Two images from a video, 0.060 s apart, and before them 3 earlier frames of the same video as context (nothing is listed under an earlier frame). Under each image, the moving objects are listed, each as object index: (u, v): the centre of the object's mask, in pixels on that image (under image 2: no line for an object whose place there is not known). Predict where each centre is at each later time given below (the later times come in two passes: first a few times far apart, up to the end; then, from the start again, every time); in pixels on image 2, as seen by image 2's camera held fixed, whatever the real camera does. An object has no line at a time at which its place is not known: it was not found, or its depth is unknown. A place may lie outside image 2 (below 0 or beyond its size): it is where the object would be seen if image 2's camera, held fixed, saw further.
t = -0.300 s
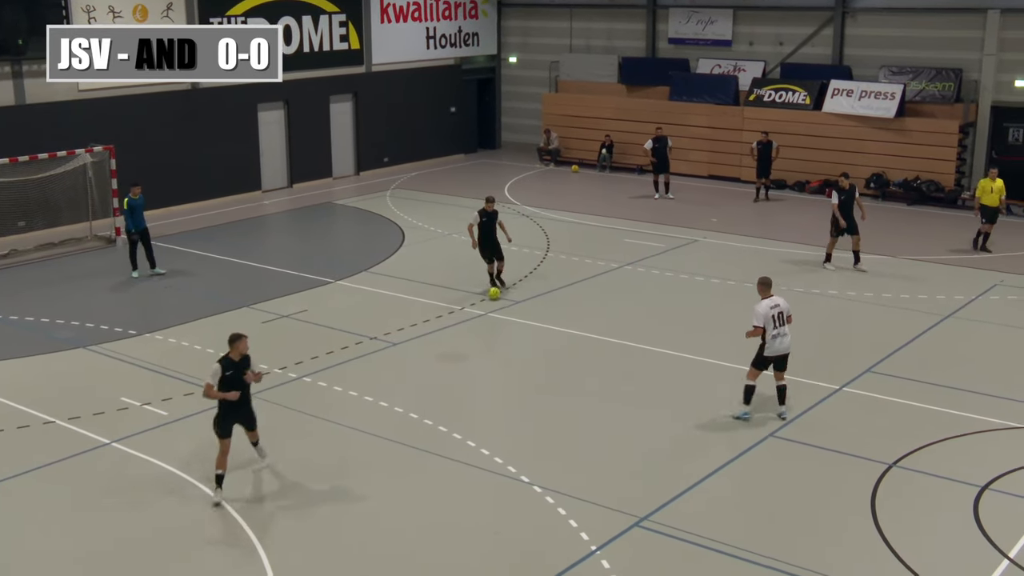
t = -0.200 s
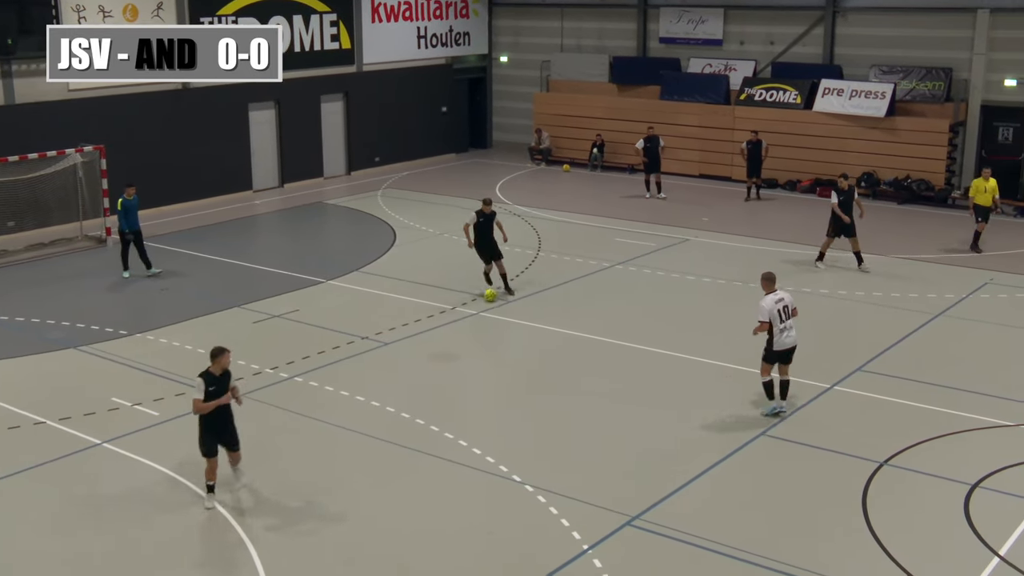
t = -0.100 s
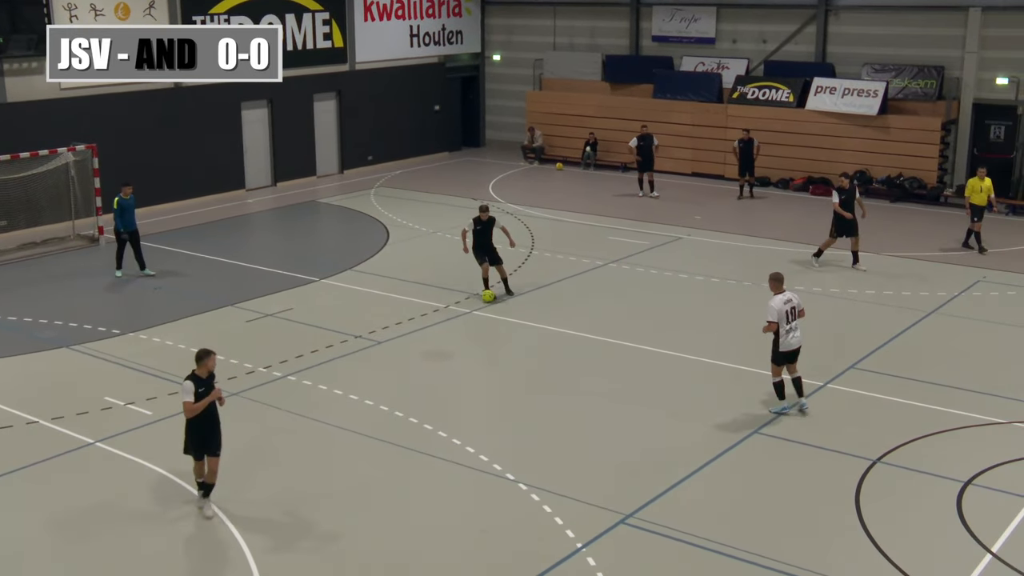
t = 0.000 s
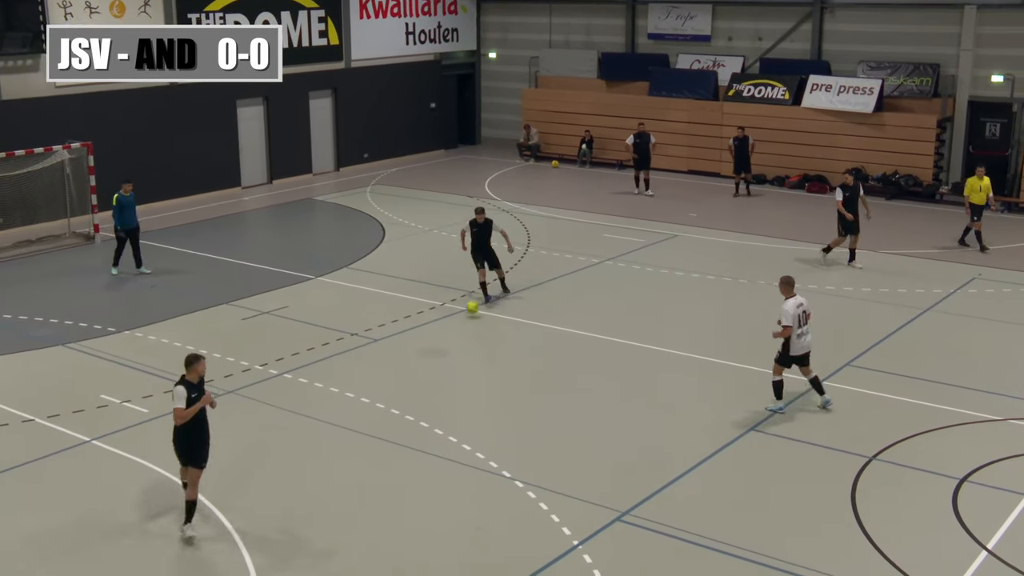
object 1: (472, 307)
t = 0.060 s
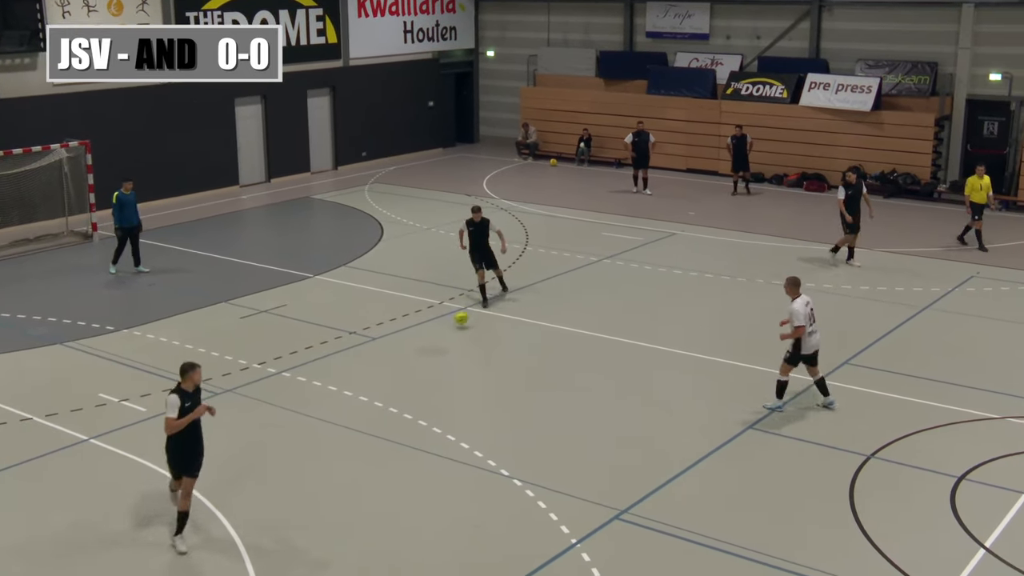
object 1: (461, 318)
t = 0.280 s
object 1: (426, 366)
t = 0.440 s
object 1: (397, 401)
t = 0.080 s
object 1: (458, 322)
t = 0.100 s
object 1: (455, 327)
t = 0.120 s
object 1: (452, 332)
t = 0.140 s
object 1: (448, 337)
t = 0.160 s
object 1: (446, 340)
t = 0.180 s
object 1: (442, 344)
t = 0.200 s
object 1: (440, 347)
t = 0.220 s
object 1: (436, 352)
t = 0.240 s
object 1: (432, 356)
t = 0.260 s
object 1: (429, 361)
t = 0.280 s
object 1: (426, 366)
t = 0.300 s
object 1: (422, 370)
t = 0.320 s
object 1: (419, 374)
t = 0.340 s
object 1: (415, 378)
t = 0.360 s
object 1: (412, 383)
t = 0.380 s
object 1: (408, 386)
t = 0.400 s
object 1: (405, 392)
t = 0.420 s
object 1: (401, 397)
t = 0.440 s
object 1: (397, 401)
